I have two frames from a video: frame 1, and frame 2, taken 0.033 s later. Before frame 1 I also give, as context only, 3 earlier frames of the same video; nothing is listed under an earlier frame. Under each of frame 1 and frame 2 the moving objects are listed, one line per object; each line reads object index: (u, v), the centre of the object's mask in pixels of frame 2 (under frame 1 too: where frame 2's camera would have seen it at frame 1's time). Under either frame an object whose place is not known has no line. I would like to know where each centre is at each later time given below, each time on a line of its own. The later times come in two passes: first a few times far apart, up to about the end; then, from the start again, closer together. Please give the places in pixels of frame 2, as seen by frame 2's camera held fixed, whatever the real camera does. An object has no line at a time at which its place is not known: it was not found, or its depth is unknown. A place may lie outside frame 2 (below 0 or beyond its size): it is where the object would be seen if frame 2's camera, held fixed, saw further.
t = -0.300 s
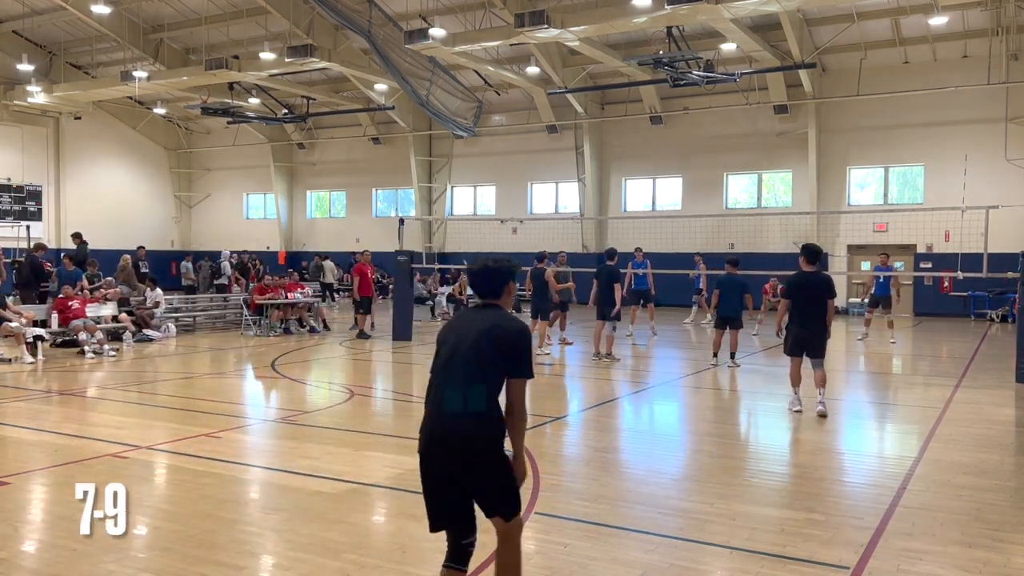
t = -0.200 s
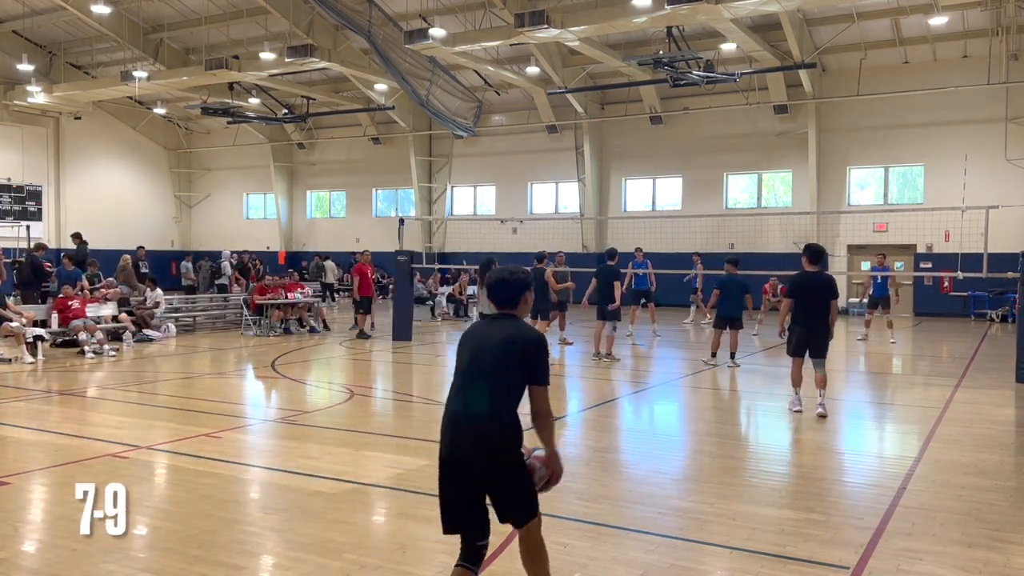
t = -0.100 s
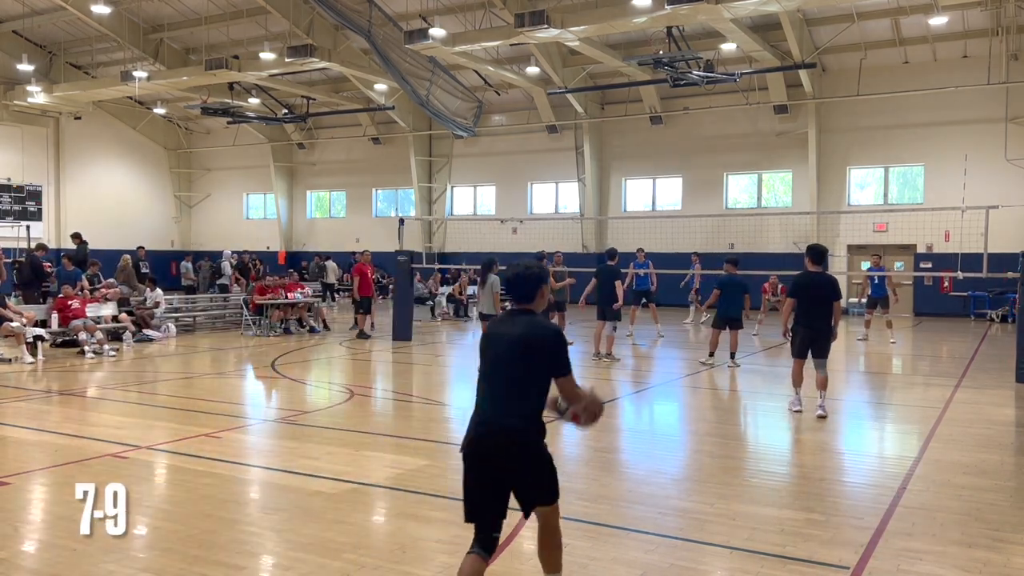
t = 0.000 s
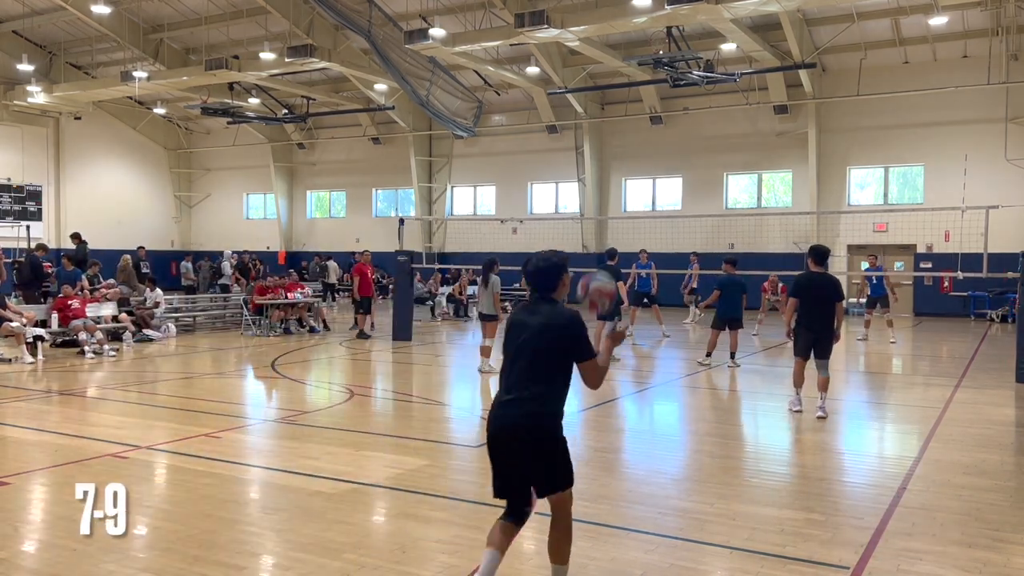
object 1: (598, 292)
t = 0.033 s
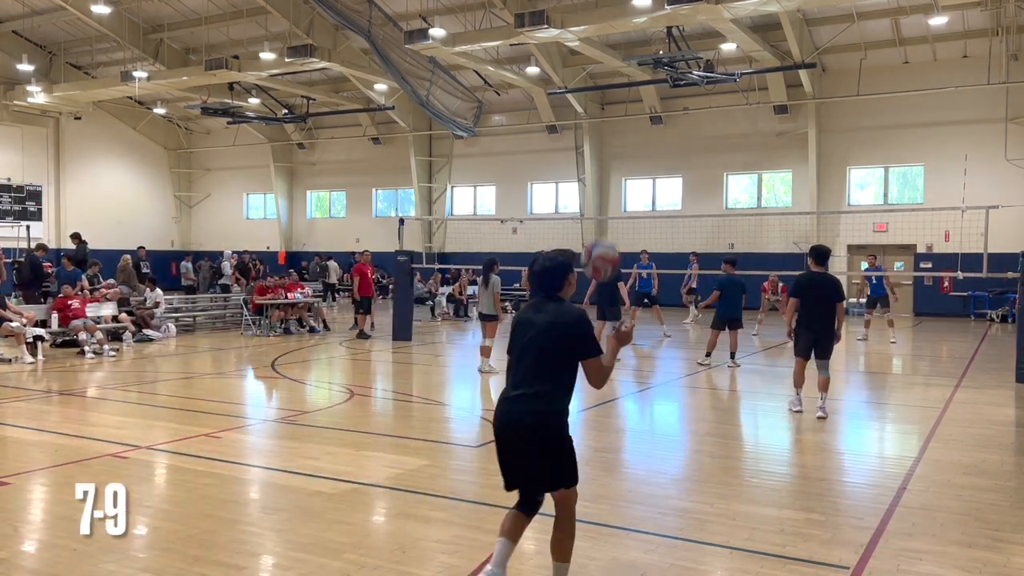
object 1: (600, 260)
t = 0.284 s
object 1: (620, 95)
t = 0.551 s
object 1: (636, 60)
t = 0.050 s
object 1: (603, 244)
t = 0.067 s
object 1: (604, 228)
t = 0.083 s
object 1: (605, 214)
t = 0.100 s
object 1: (607, 201)
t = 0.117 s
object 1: (608, 187)
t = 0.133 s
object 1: (610, 175)
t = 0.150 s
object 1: (612, 163)
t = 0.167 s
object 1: (613, 153)
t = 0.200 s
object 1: (616, 134)
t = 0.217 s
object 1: (616, 124)
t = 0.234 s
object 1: (618, 116)
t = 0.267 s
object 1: (620, 101)
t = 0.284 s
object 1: (620, 95)
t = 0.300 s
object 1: (622, 89)
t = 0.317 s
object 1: (623, 83)
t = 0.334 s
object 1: (624, 78)
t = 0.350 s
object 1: (626, 74)
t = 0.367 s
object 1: (627, 70)
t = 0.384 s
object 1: (628, 67)
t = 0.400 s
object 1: (629, 64)
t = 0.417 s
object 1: (630, 62)
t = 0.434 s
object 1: (631, 60)
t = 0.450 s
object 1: (632, 59)
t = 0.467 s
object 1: (632, 58)
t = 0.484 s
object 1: (633, 58)
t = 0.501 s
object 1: (634, 58)
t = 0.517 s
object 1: (635, 59)
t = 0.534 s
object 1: (636, 59)
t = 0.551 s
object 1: (636, 60)
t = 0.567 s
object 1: (637, 62)
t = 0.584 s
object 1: (638, 65)
